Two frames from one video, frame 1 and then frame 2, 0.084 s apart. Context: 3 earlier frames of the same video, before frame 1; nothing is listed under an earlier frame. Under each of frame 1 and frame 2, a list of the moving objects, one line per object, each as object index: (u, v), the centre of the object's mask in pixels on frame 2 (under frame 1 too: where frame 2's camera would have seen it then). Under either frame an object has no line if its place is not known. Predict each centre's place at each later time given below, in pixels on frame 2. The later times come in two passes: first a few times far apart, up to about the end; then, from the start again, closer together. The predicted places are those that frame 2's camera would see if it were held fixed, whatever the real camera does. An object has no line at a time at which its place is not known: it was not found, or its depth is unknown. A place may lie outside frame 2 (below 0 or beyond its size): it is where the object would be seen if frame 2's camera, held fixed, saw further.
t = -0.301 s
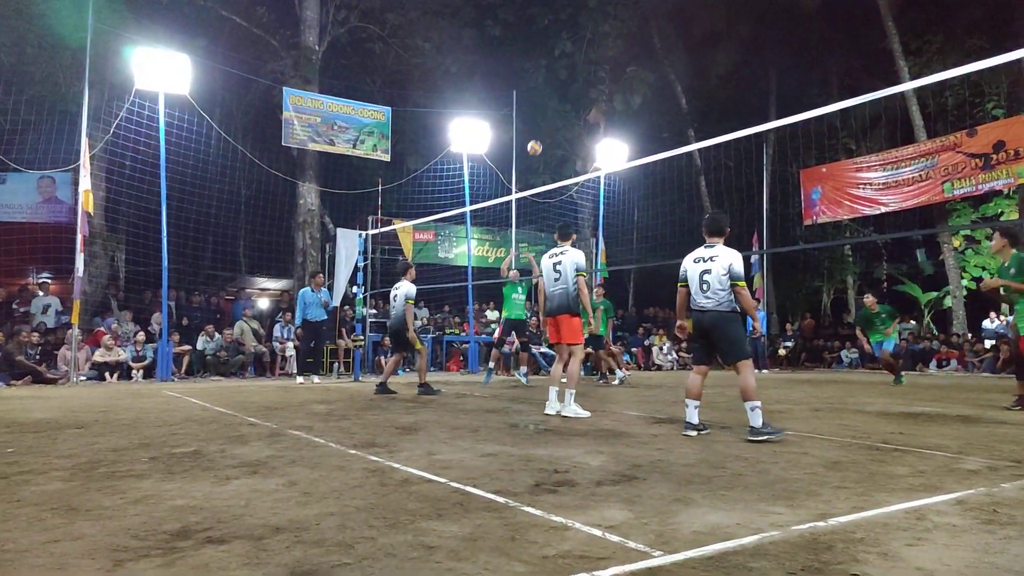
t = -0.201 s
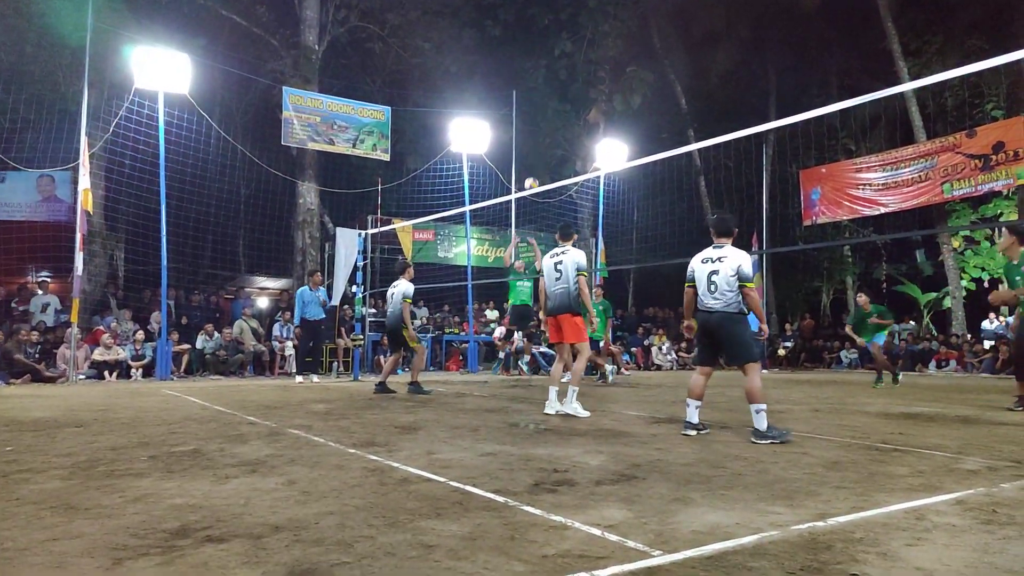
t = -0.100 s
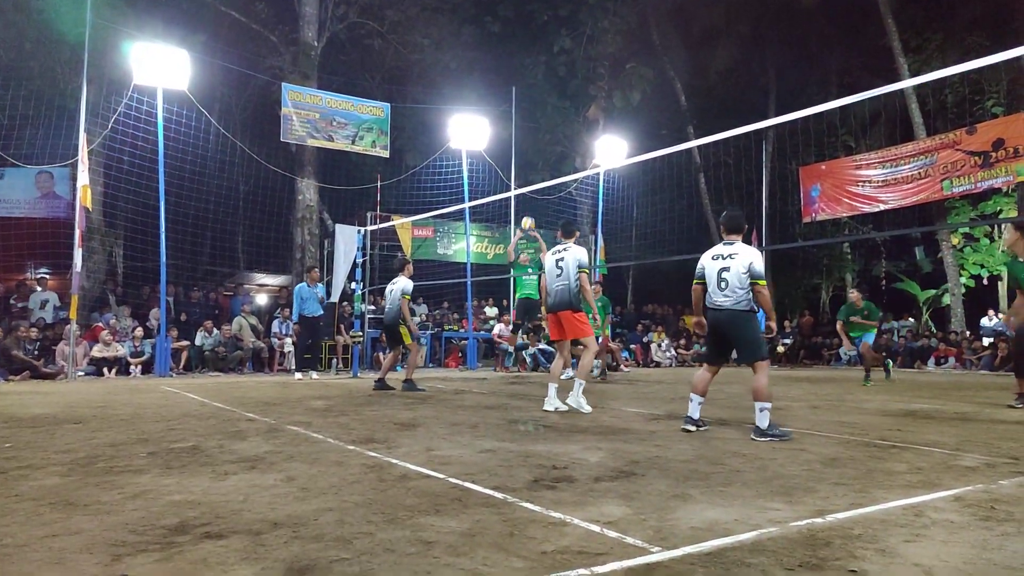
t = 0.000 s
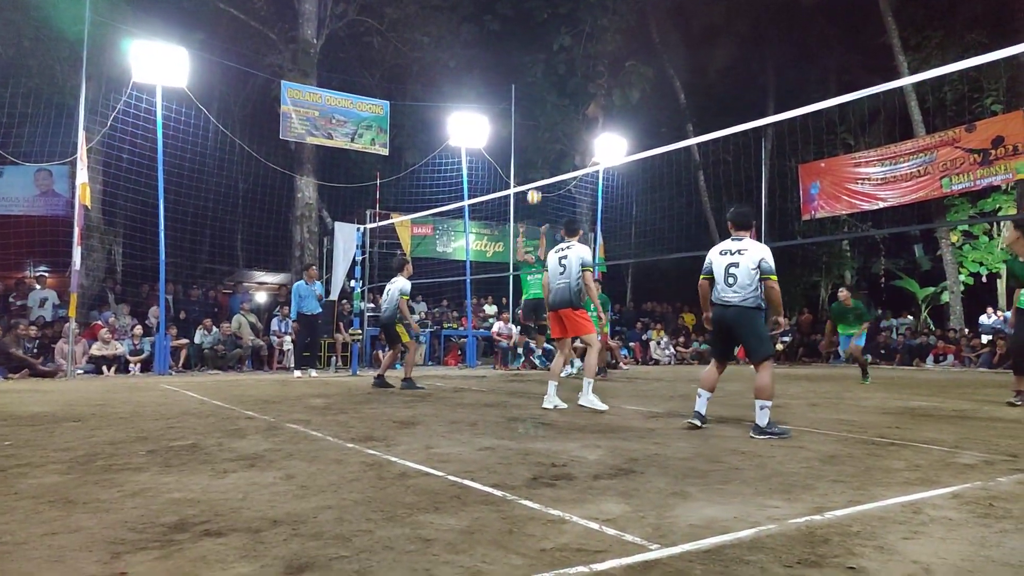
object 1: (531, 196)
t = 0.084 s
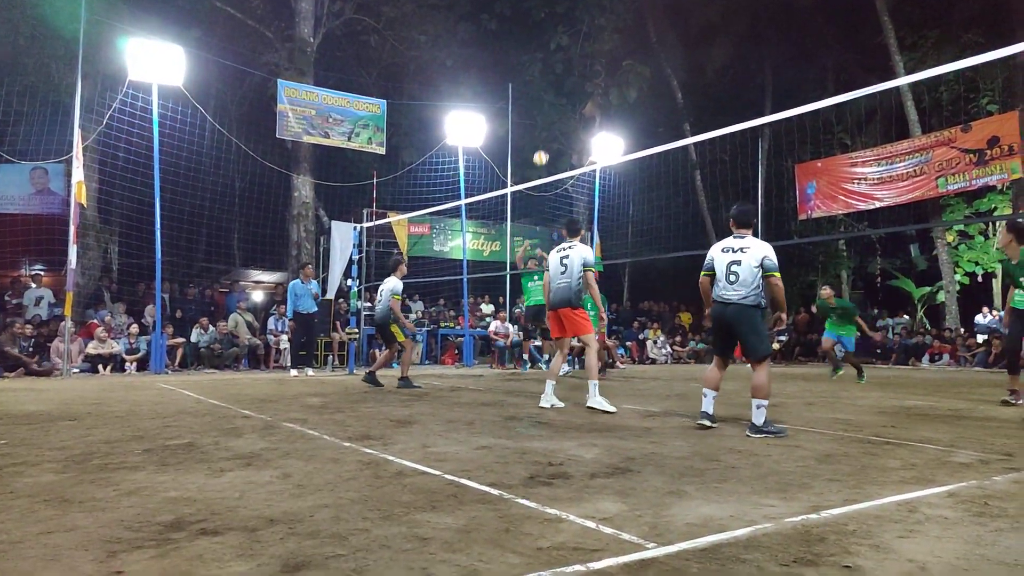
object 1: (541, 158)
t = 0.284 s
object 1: (567, 79)
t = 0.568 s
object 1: (609, 2)
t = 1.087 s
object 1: (710, 14)
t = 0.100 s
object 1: (542, 151)
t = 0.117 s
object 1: (545, 144)
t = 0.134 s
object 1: (547, 137)
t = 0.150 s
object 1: (549, 130)
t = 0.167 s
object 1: (551, 123)
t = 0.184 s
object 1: (553, 116)
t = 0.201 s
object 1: (556, 109)
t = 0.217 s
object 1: (558, 103)
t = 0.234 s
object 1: (560, 97)
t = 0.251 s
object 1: (562, 91)
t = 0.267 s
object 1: (565, 85)
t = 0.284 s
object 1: (567, 79)
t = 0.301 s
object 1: (570, 73)
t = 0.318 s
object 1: (572, 67)
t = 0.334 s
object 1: (574, 62)
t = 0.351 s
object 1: (576, 56)
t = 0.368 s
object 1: (579, 51)
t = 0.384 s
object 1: (581, 46)
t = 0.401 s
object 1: (583, 42)
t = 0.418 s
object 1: (586, 37)
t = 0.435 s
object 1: (588, 32)
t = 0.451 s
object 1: (591, 27)
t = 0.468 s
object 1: (594, 23)
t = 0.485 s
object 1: (596, 19)
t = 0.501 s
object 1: (599, 15)
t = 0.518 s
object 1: (601, 11)
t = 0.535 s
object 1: (604, 8)
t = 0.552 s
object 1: (606, 5)
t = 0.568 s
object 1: (609, 2)
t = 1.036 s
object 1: (697, 2)
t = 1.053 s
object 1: (701, 6)
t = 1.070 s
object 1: (705, 10)
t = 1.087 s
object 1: (710, 14)
